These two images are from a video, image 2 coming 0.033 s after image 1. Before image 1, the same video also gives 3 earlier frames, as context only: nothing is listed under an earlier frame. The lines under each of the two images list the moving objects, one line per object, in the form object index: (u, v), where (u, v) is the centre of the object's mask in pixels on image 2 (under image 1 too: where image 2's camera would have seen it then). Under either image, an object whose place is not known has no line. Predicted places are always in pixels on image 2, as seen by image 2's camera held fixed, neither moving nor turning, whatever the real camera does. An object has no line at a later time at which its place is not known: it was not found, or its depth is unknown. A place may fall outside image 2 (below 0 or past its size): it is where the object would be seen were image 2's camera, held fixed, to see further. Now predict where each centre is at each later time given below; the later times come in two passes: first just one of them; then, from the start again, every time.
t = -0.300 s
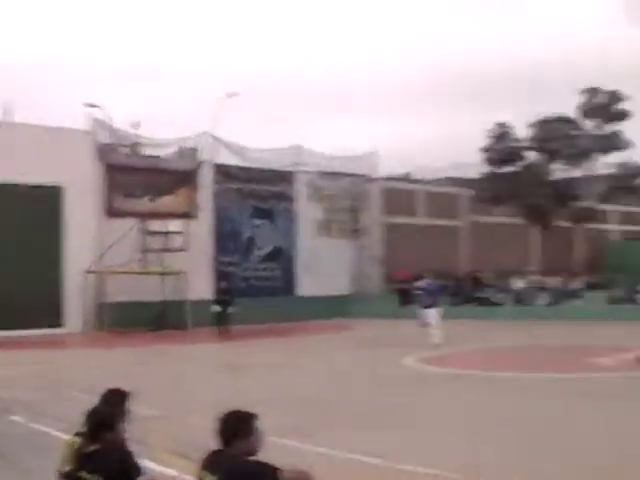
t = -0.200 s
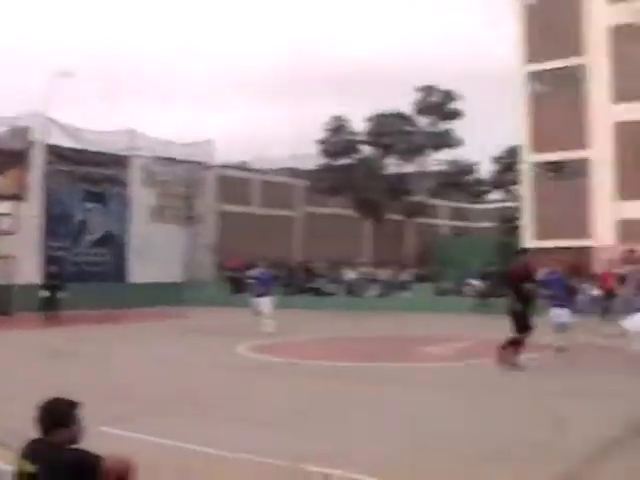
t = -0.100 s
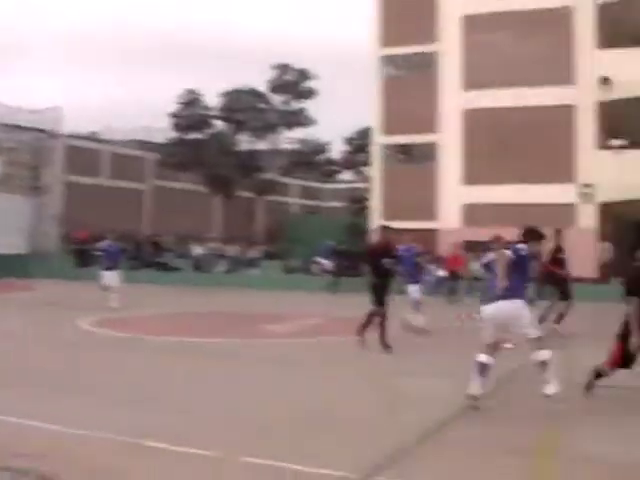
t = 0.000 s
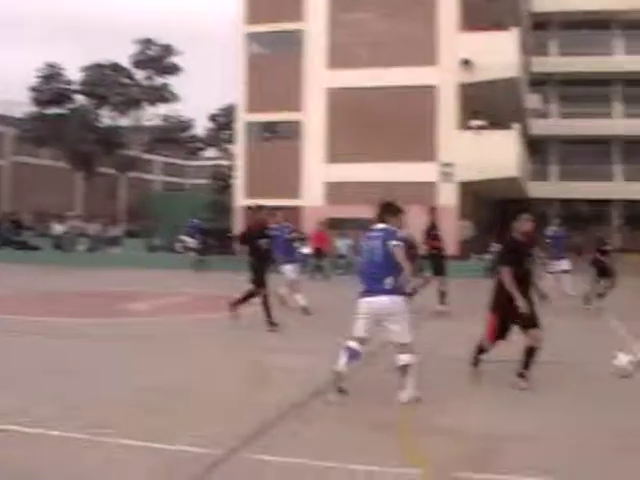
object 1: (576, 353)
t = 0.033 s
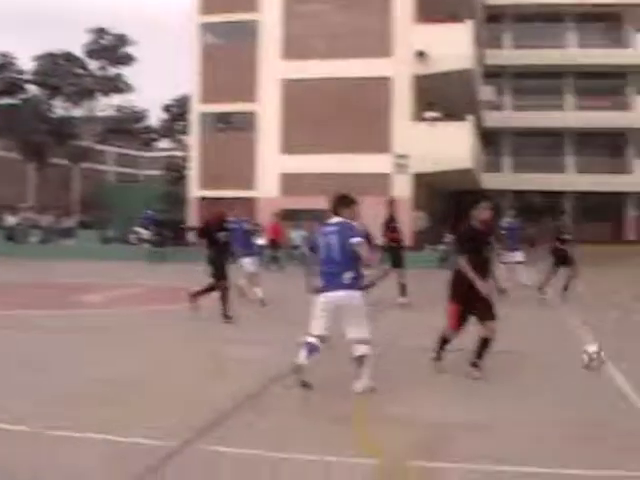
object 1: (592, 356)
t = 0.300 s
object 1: (763, 451)
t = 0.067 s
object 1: (609, 360)
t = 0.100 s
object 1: (626, 366)
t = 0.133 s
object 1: (648, 372)
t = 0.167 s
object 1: (668, 384)
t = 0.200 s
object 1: (690, 397)
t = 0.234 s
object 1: (713, 410)
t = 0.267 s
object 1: (740, 429)
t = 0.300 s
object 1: (763, 451)
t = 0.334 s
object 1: (790, 454)
